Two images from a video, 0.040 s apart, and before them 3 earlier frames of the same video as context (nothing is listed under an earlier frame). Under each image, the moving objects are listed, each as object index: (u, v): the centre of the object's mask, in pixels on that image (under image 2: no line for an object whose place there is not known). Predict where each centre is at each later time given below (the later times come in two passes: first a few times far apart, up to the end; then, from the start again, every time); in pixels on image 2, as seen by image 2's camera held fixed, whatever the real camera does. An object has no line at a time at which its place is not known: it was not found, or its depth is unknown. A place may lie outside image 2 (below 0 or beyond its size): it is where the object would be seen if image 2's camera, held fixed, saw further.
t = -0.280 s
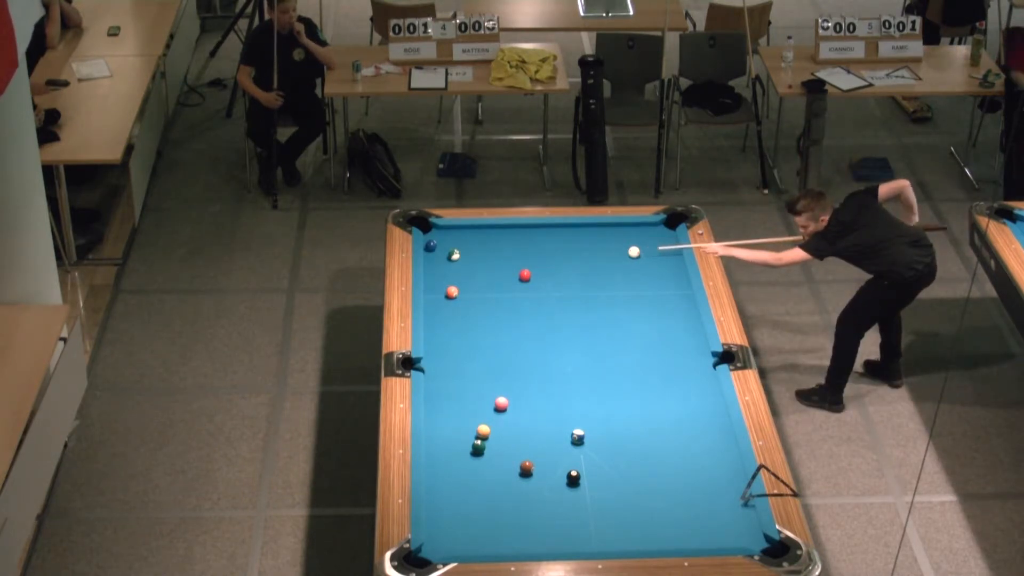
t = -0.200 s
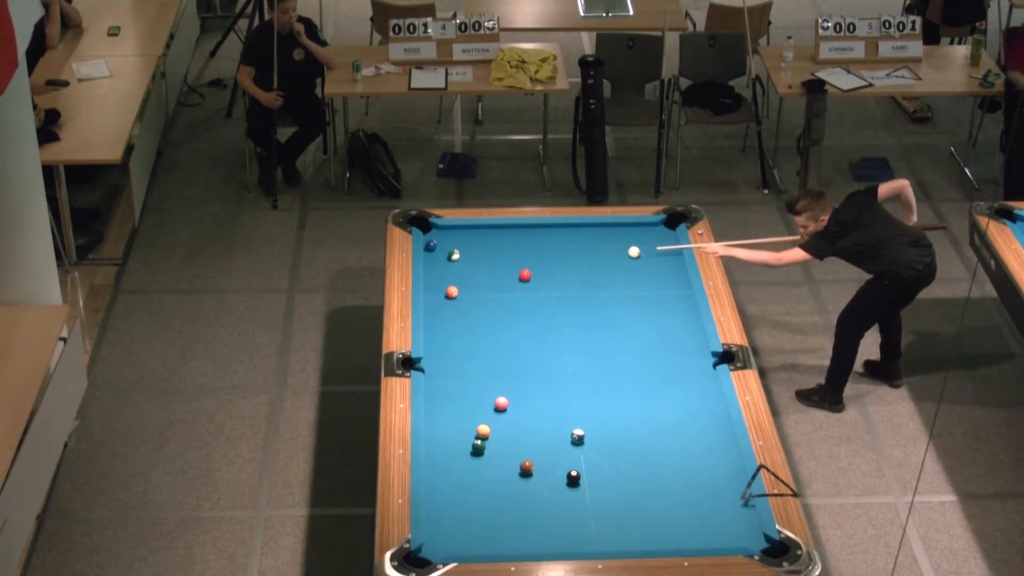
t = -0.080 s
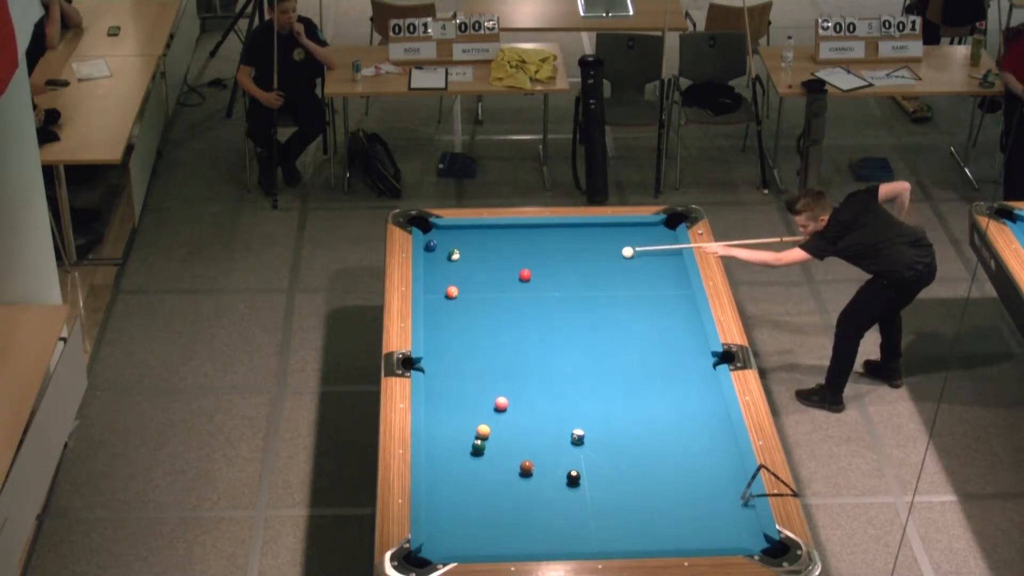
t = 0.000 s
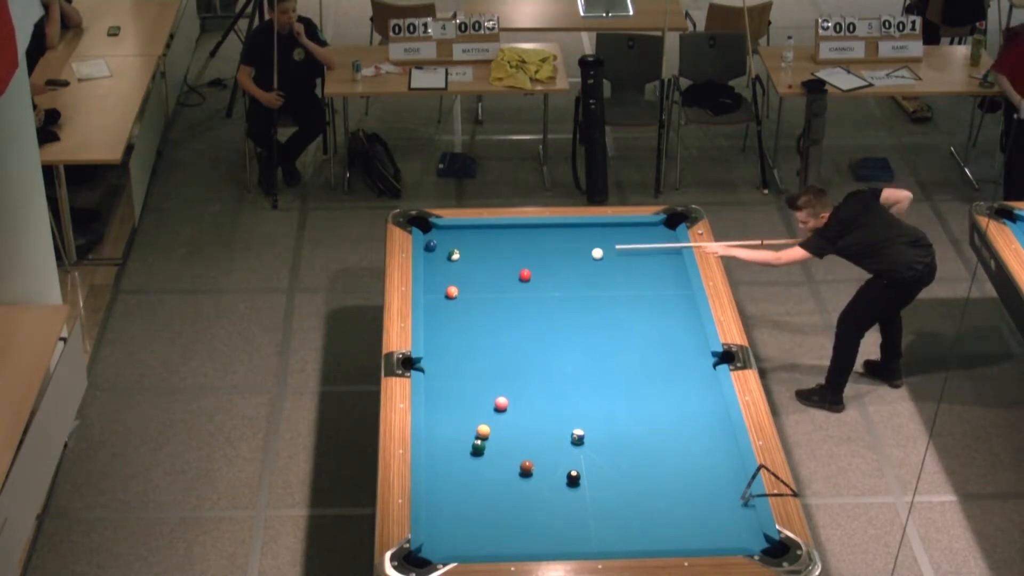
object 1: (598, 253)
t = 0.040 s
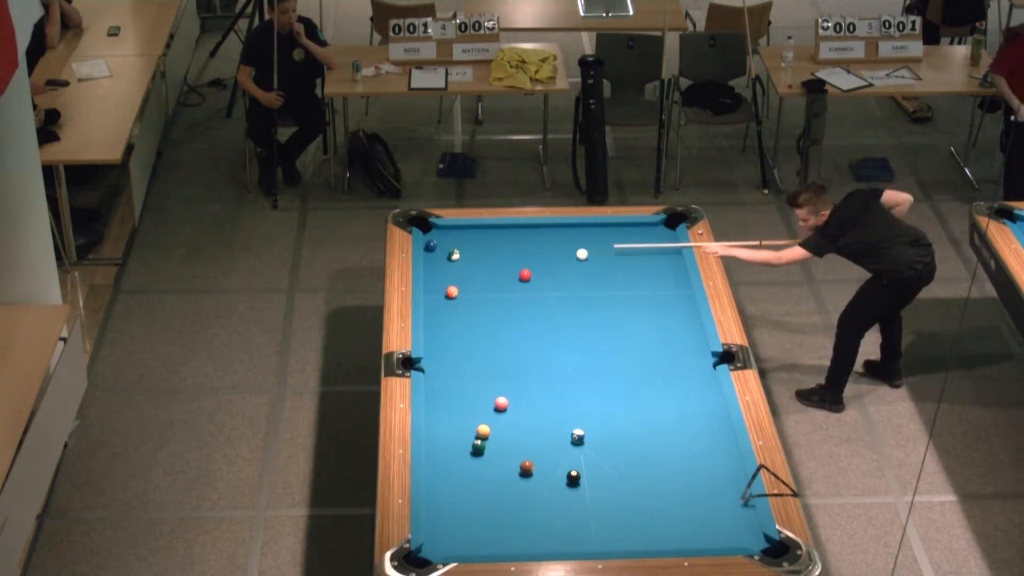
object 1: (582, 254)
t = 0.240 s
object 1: (506, 258)
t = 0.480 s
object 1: (433, 266)
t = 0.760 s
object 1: (492, 276)
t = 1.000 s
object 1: (535, 284)
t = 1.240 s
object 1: (578, 293)
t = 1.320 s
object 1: (592, 296)
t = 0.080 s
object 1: (567, 255)
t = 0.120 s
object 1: (552, 256)
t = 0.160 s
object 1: (536, 256)
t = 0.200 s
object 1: (521, 257)
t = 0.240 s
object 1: (506, 258)
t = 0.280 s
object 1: (491, 259)
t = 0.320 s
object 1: (475, 259)
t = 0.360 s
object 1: (460, 260)
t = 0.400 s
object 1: (446, 263)
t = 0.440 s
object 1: (433, 265)
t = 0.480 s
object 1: (433, 266)
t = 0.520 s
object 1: (443, 268)
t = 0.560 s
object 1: (453, 269)
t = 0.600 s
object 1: (462, 271)
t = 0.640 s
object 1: (470, 272)
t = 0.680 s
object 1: (477, 274)
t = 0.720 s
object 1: (484, 275)
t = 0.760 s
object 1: (492, 276)
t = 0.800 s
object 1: (499, 278)
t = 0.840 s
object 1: (506, 279)
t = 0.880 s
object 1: (513, 281)
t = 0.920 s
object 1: (520, 282)
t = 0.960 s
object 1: (528, 284)
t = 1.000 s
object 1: (535, 284)
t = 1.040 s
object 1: (542, 286)
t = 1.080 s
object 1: (549, 287)
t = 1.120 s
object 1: (556, 289)
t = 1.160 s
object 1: (563, 290)
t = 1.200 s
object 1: (570, 292)
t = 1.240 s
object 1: (578, 293)
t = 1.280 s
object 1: (585, 294)
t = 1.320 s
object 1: (592, 296)
